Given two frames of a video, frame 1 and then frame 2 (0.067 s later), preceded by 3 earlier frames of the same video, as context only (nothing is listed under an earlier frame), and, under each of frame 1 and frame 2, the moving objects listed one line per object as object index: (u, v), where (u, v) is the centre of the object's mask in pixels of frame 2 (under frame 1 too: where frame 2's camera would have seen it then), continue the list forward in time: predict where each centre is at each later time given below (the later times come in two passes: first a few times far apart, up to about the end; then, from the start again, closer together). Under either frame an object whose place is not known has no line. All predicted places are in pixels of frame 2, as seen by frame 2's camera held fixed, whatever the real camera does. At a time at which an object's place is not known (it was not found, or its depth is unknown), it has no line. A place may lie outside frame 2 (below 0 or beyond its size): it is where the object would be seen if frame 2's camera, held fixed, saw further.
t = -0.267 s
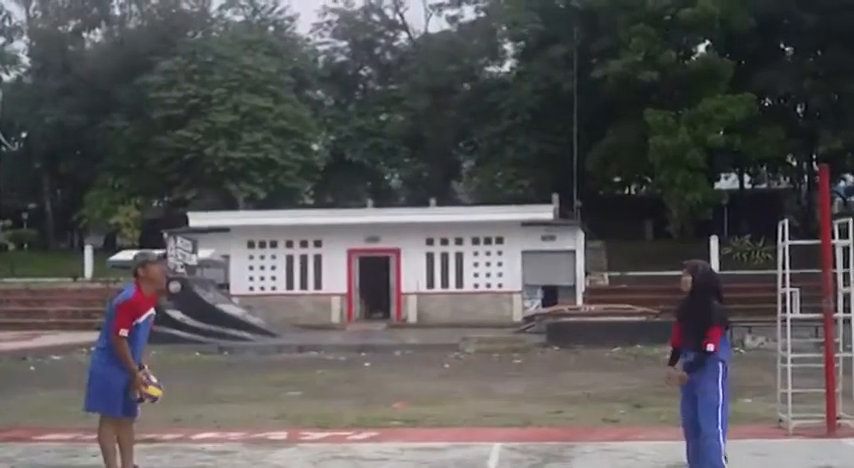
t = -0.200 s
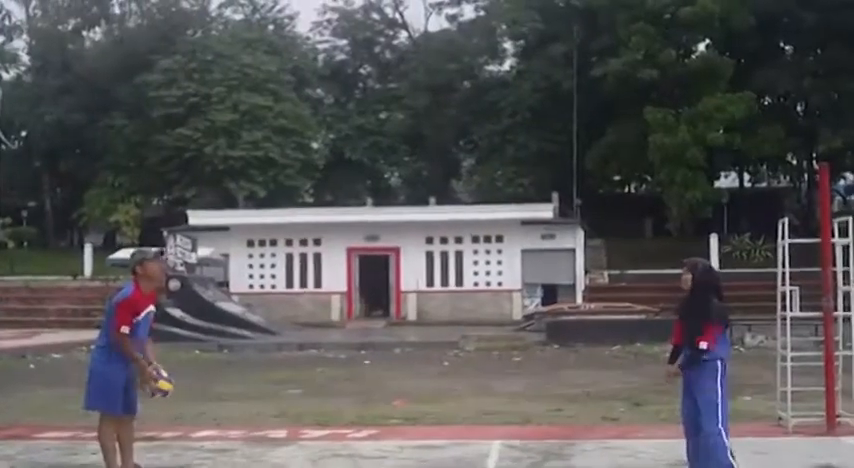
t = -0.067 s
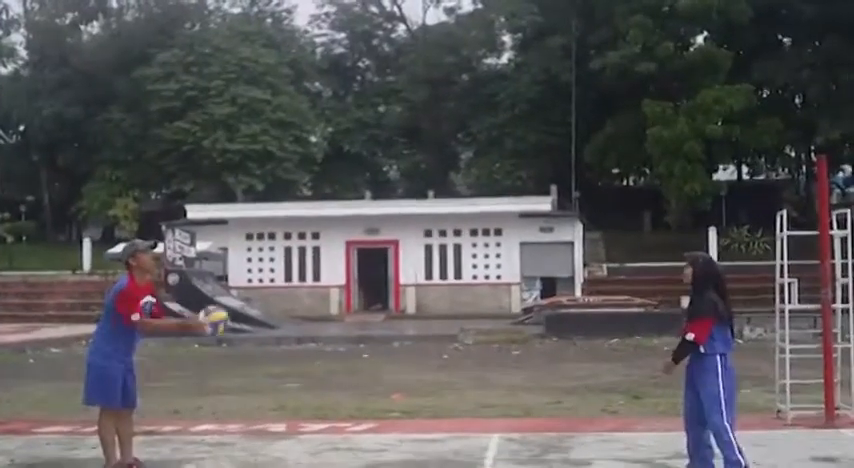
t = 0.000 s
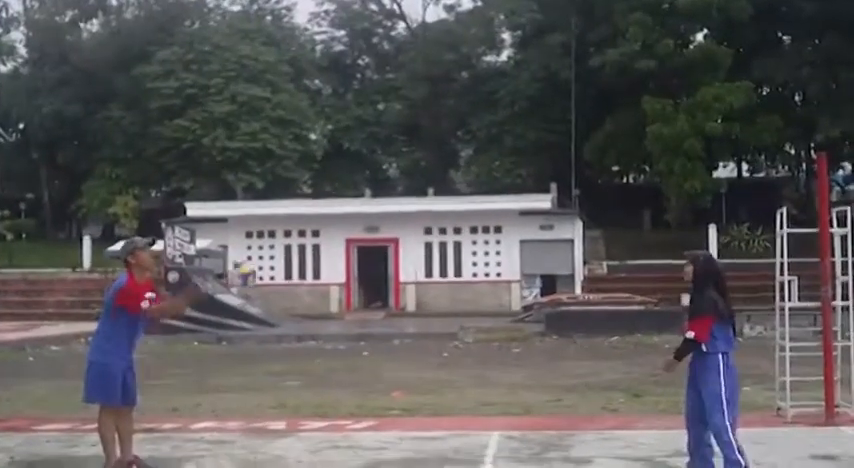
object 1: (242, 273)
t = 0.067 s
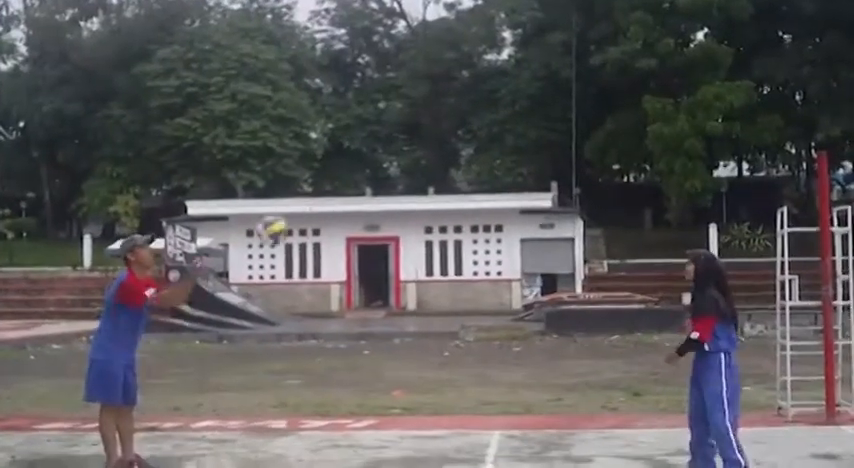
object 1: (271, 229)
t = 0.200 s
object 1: (330, 166)
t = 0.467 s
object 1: (451, 116)
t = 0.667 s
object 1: (544, 147)
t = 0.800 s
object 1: (608, 204)
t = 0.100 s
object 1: (286, 211)
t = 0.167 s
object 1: (316, 180)
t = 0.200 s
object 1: (330, 166)
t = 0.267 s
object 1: (360, 145)
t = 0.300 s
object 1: (375, 136)
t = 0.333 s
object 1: (390, 128)
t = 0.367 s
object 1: (405, 123)
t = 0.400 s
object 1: (420, 119)
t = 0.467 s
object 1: (451, 116)
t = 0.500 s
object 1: (466, 117)
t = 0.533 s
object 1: (481, 120)
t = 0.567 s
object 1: (497, 124)
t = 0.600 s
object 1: (513, 131)
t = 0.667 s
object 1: (544, 147)
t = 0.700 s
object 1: (560, 159)
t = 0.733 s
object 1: (575, 173)
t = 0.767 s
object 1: (591, 187)
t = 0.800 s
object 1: (608, 204)
